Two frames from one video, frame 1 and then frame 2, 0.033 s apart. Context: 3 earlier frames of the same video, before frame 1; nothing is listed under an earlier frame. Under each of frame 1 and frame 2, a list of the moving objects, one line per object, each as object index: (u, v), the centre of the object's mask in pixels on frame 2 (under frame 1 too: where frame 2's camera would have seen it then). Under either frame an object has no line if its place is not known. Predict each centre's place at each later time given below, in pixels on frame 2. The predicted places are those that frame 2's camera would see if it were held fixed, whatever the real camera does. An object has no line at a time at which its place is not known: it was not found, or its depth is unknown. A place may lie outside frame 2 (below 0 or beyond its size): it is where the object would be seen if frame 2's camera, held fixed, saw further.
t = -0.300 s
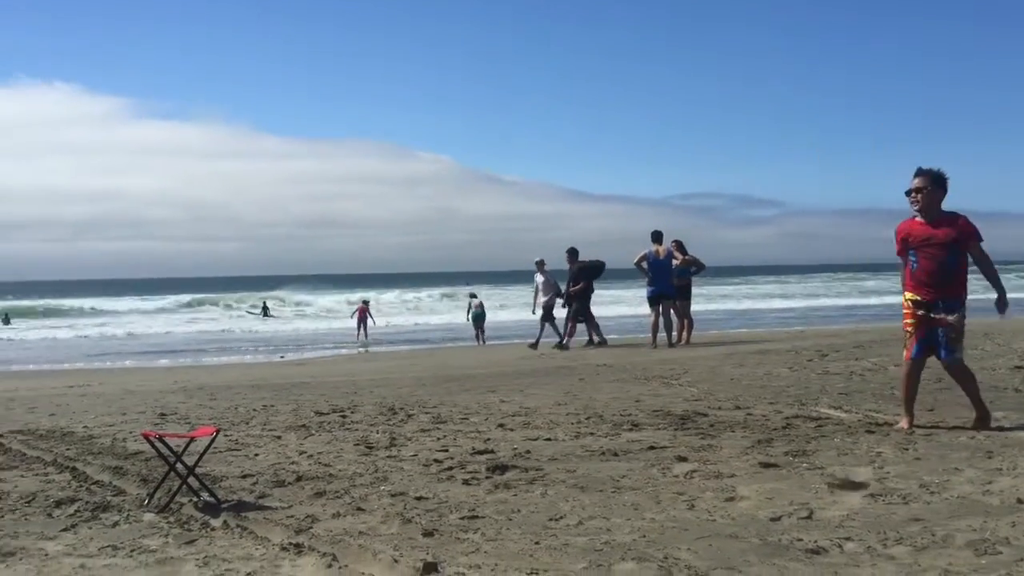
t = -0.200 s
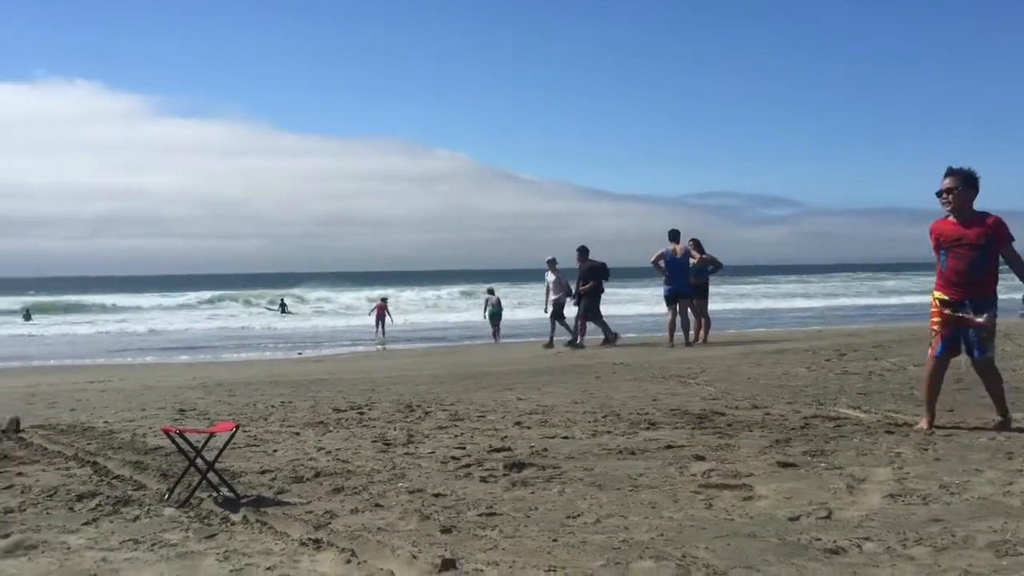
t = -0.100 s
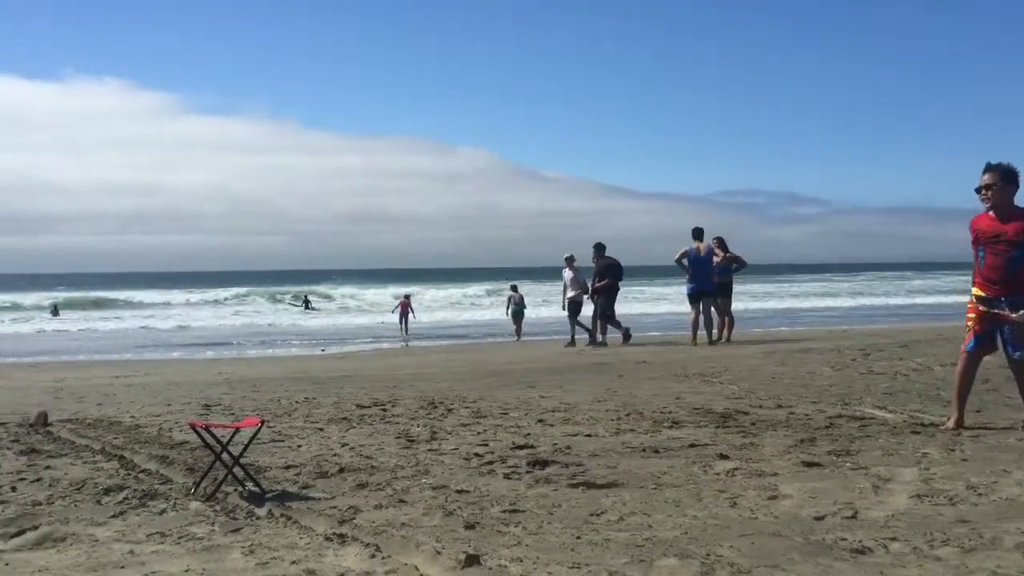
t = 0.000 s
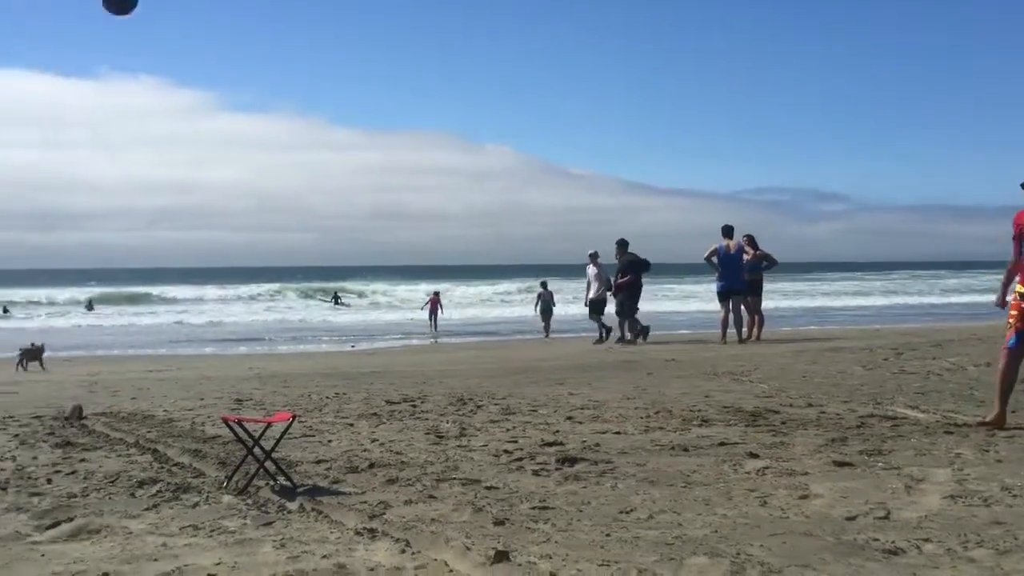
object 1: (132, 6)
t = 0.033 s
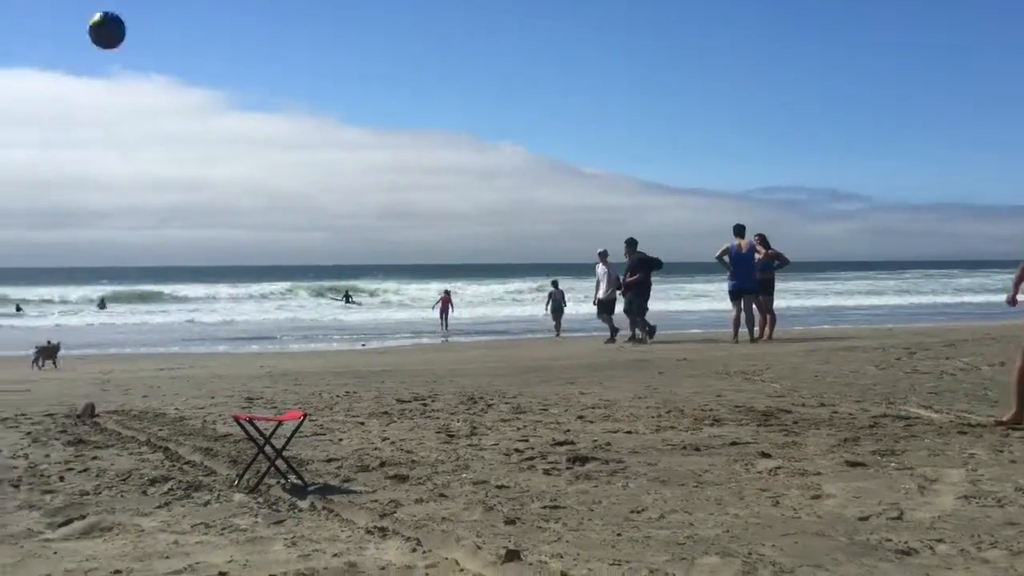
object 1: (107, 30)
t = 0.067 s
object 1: (82, 66)
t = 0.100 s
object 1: (60, 107)
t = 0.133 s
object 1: (37, 150)
